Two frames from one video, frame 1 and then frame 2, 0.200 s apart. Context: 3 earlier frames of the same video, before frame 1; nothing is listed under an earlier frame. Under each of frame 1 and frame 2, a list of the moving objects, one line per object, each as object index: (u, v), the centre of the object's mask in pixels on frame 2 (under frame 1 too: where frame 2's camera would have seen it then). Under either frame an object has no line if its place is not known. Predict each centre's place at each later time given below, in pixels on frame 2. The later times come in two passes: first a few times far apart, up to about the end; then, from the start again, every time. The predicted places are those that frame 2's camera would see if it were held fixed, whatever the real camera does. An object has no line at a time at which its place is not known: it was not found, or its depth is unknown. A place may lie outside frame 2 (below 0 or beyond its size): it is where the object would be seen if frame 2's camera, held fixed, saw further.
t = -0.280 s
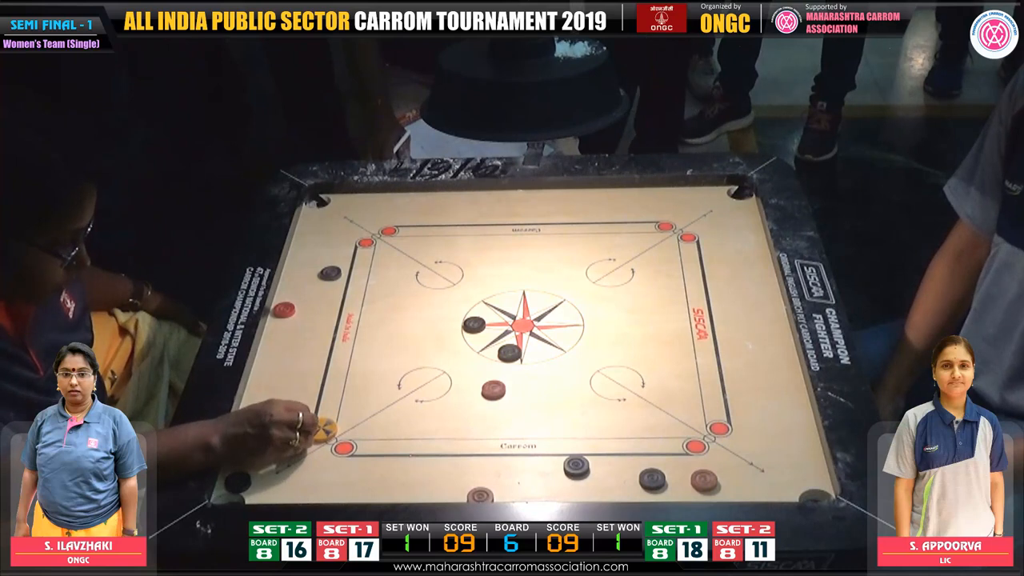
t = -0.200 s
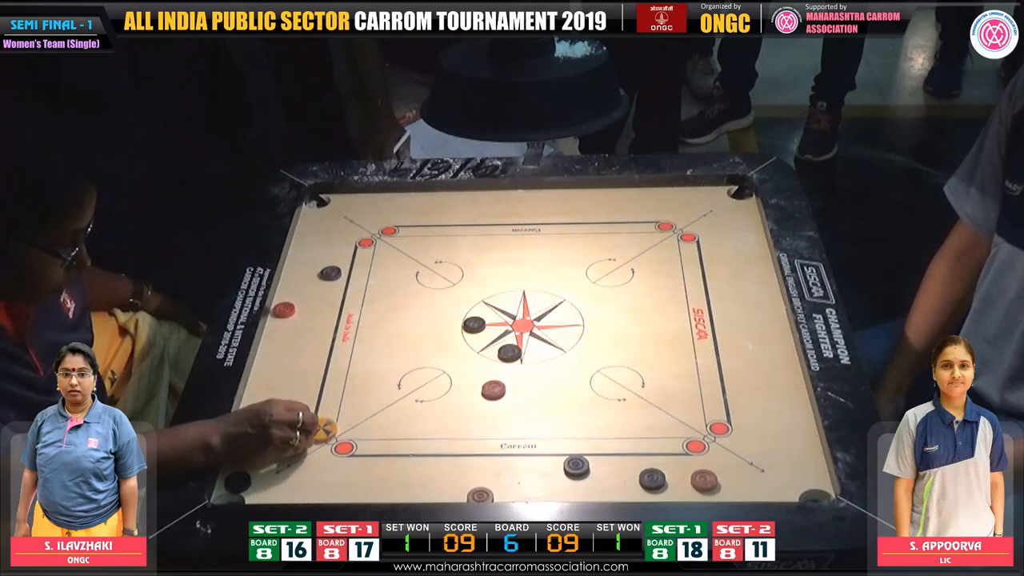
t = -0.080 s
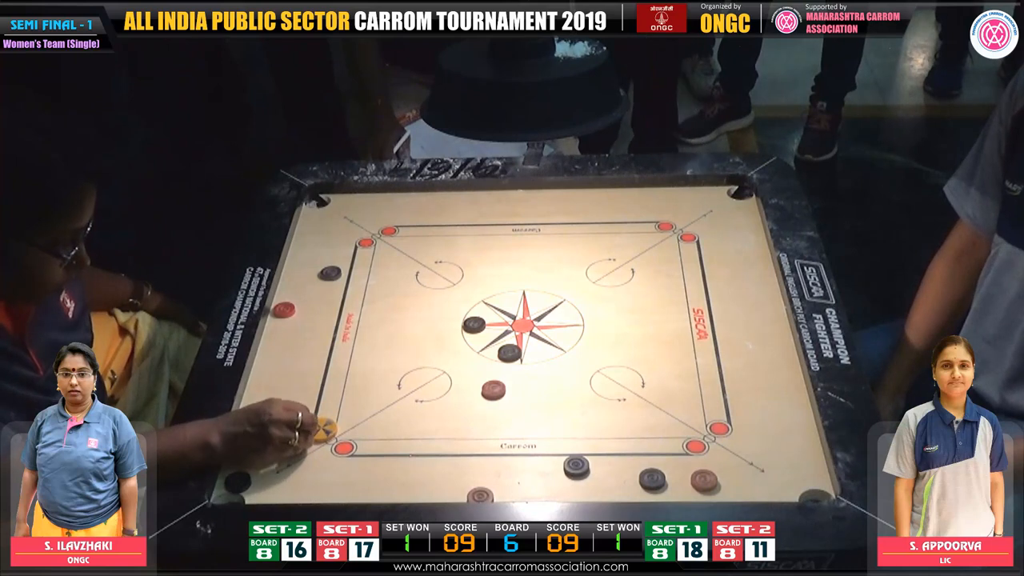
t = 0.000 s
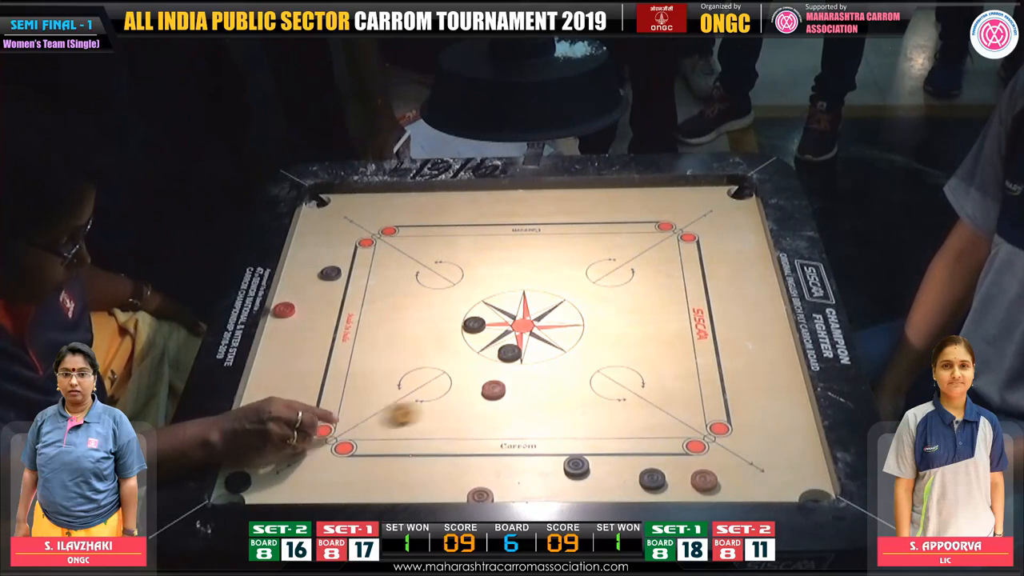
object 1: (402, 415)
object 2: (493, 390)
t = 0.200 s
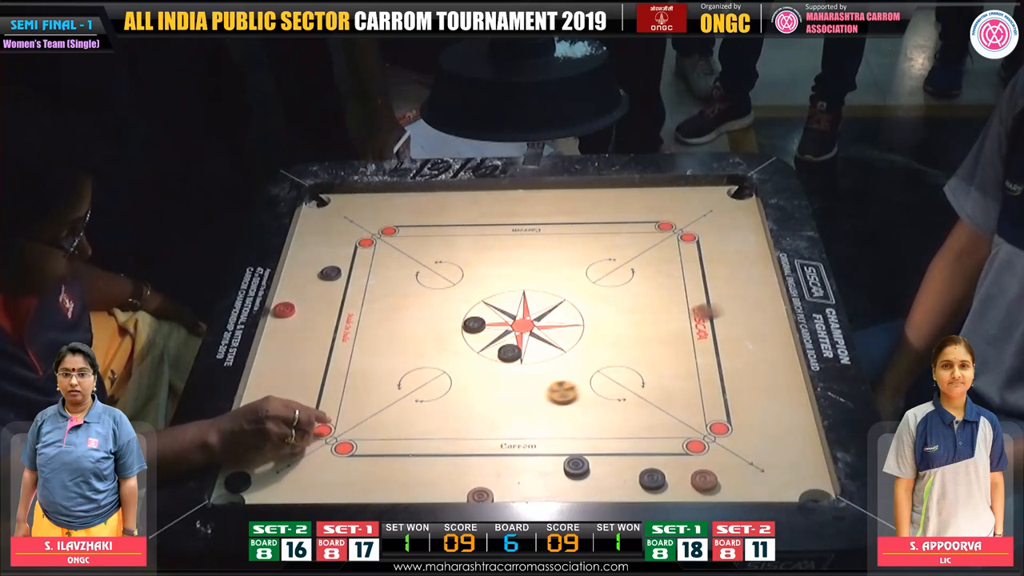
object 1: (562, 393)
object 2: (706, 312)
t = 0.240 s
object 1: (584, 391)
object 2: (754, 293)
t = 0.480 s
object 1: (683, 380)
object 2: (560, 233)
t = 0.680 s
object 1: (724, 373)
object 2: (426, 200)
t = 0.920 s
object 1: (733, 371)
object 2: (316, 220)
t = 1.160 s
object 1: (733, 371)
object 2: (347, 237)
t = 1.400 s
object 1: (734, 371)
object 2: (359, 241)
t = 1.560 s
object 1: (733, 371)
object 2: (359, 241)
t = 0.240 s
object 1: (584, 391)
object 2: (754, 293)
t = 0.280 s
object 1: (604, 388)
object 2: (743, 278)
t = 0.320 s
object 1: (623, 387)
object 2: (702, 267)
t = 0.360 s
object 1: (640, 385)
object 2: (662, 260)
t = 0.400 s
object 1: (656, 383)
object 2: (626, 250)
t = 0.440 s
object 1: (670, 382)
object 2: (592, 242)
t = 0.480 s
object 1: (683, 380)
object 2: (560, 233)
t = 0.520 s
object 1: (694, 378)
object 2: (530, 226)
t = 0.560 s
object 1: (704, 377)
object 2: (502, 219)
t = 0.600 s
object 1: (712, 376)
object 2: (474, 212)
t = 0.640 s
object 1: (719, 374)
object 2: (449, 206)
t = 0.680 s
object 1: (724, 373)
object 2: (426, 200)
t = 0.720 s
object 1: (728, 372)
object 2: (404, 197)
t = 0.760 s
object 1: (731, 372)
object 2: (384, 202)
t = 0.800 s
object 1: (732, 372)
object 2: (365, 207)
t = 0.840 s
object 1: (733, 371)
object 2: (348, 212)
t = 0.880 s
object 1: (733, 371)
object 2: (331, 216)
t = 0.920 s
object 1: (733, 371)
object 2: (316, 220)
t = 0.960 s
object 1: (733, 371)
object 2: (309, 224)
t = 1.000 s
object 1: (733, 371)
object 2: (318, 227)
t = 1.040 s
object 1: (733, 371)
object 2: (327, 231)
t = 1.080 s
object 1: (733, 371)
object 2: (335, 233)
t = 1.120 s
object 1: (733, 371)
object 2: (341, 236)
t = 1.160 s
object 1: (733, 371)
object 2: (347, 237)
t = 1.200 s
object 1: (734, 371)
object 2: (350, 239)
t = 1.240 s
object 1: (733, 371)
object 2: (354, 240)
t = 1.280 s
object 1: (733, 371)
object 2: (356, 240)
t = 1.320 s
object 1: (733, 371)
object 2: (358, 241)
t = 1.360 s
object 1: (734, 371)
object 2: (359, 241)
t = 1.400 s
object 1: (734, 371)
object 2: (359, 241)
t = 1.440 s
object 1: (734, 371)
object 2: (359, 241)
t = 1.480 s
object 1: (733, 371)
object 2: (359, 241)
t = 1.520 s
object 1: (733, 371)
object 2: (359, 241)
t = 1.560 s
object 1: (733, 371)
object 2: (359, 241)
